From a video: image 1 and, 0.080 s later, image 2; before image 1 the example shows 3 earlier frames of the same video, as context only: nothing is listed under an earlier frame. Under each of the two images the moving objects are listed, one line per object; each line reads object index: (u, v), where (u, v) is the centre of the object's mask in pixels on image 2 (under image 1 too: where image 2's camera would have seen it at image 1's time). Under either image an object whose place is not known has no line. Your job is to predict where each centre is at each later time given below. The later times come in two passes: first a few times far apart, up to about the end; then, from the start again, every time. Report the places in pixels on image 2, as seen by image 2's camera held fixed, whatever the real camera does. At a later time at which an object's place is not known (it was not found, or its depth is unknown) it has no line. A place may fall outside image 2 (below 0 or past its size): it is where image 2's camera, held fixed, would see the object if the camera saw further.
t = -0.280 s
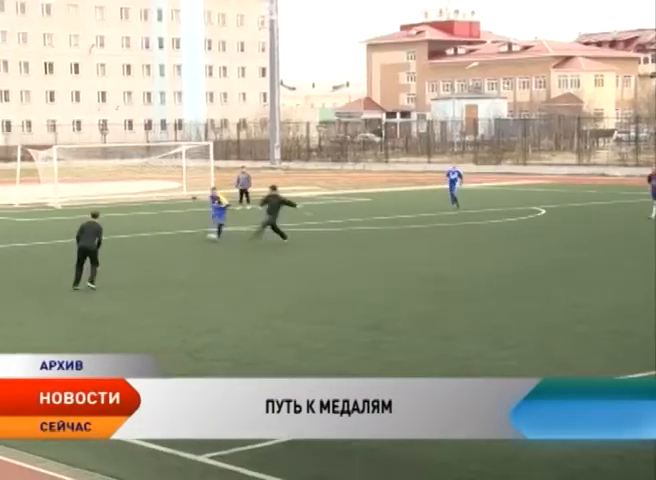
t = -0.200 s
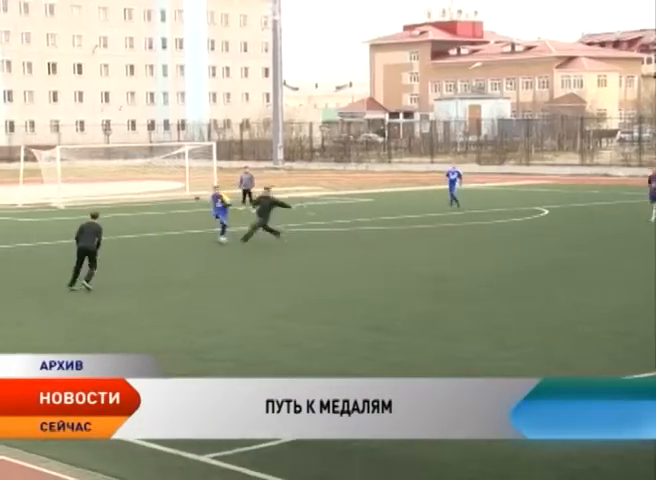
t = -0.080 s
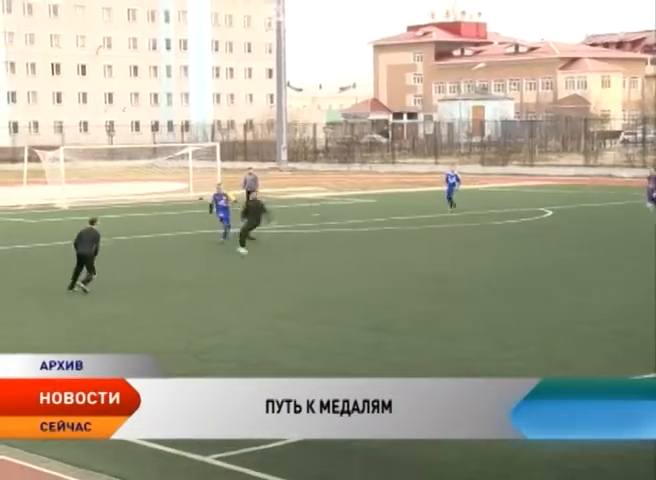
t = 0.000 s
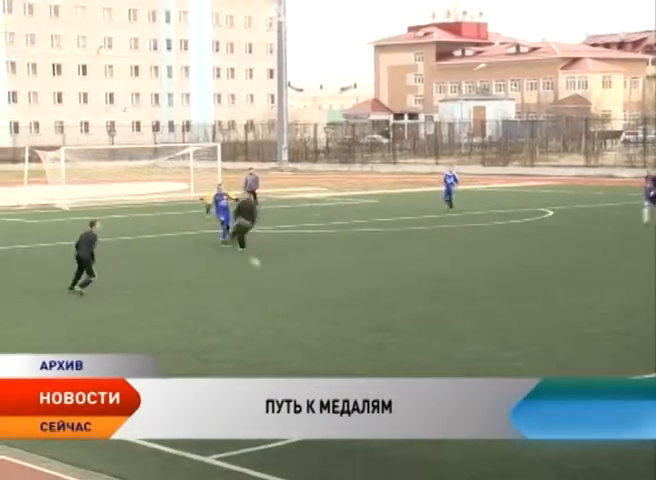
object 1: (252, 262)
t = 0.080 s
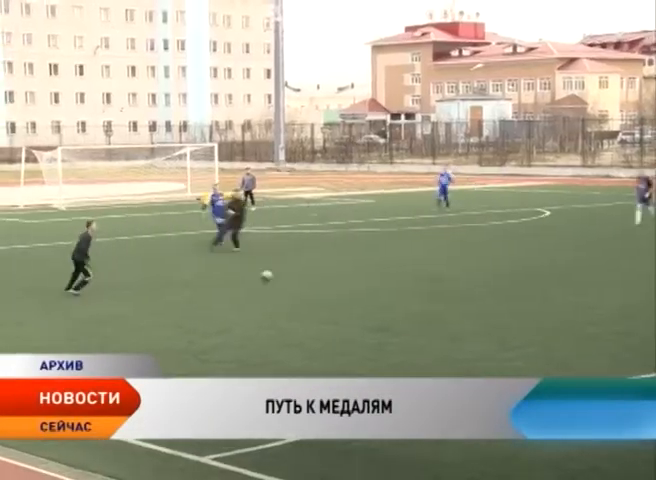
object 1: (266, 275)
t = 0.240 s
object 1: (296, 280)
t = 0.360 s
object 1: (321, 295)
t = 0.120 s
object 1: (273, 275)
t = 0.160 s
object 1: (280, 275)
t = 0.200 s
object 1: (288, 277)
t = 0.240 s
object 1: (296, 280)
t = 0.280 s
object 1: (303, 283)
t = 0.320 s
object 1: (312, 289)
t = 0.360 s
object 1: (321, 295)
